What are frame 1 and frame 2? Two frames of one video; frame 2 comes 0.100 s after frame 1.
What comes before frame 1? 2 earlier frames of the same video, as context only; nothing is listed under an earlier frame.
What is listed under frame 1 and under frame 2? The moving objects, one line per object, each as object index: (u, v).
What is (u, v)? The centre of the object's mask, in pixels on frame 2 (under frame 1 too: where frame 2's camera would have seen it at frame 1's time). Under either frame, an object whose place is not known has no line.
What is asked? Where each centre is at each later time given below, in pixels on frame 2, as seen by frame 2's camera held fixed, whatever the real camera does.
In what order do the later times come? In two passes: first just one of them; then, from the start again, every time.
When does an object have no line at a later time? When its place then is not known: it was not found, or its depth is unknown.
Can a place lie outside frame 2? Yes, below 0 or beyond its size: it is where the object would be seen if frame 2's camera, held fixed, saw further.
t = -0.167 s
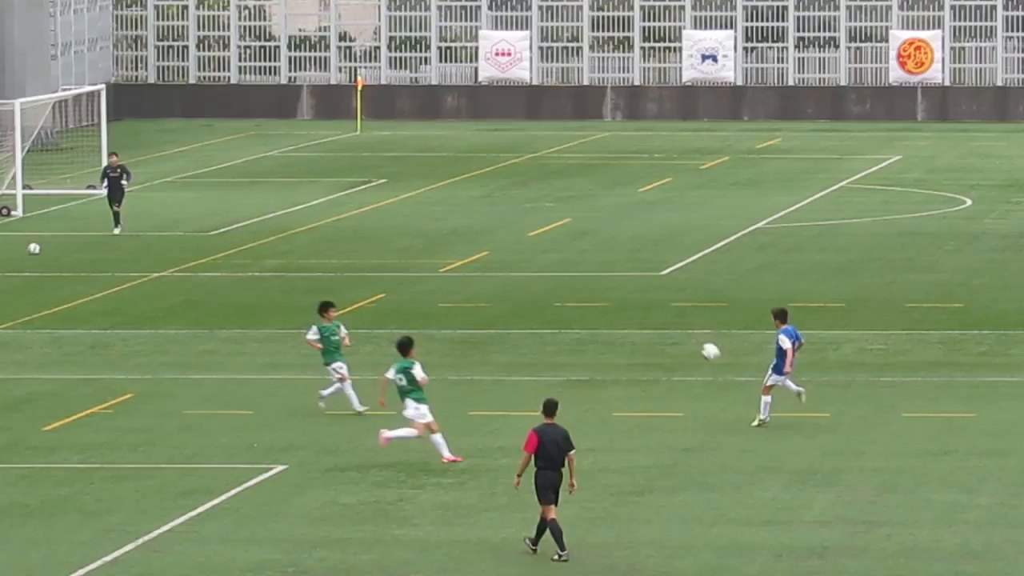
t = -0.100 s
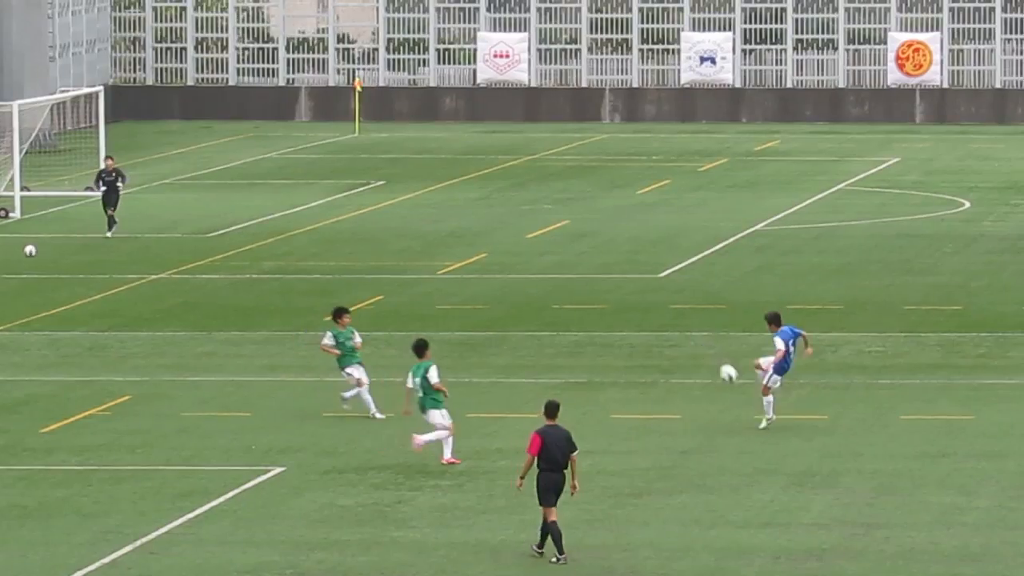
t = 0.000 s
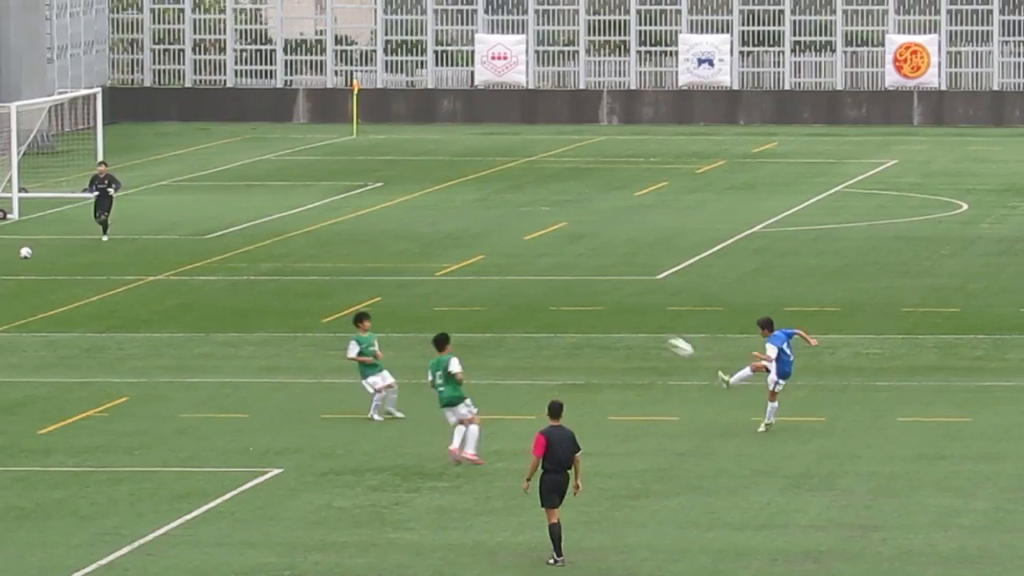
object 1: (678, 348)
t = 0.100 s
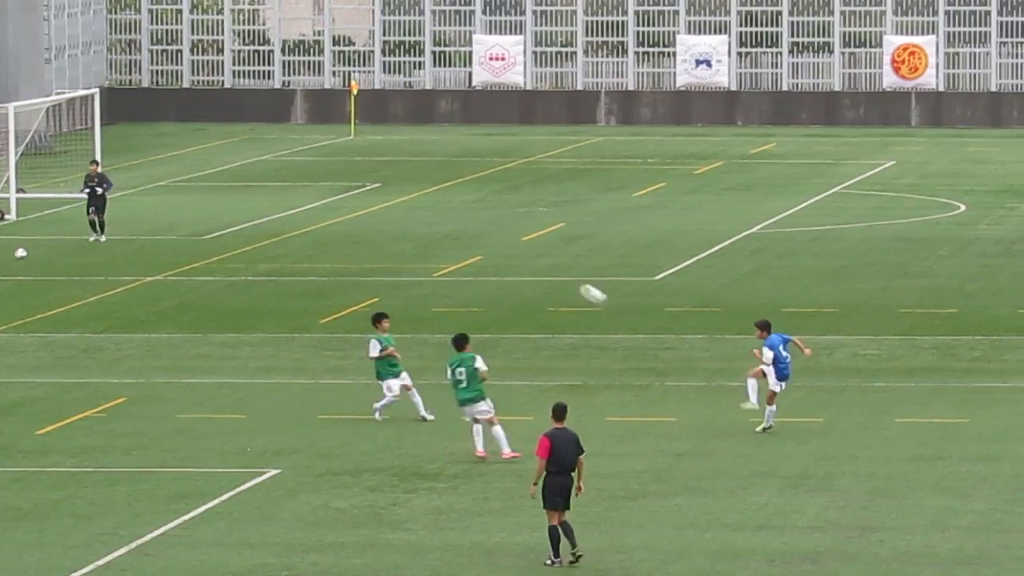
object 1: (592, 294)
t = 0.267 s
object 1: (450, 219)
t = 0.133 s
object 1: (563, 277)
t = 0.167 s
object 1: (535, 261)
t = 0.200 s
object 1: (507, 247)
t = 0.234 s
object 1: (478, 233)
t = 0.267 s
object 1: (450, 219)
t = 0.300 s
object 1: (422, 207)
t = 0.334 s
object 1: (393, 196)
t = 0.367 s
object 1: (366, 184)
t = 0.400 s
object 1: (337, 175)
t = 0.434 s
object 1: (311, 165)
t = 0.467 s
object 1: (281, 156)
